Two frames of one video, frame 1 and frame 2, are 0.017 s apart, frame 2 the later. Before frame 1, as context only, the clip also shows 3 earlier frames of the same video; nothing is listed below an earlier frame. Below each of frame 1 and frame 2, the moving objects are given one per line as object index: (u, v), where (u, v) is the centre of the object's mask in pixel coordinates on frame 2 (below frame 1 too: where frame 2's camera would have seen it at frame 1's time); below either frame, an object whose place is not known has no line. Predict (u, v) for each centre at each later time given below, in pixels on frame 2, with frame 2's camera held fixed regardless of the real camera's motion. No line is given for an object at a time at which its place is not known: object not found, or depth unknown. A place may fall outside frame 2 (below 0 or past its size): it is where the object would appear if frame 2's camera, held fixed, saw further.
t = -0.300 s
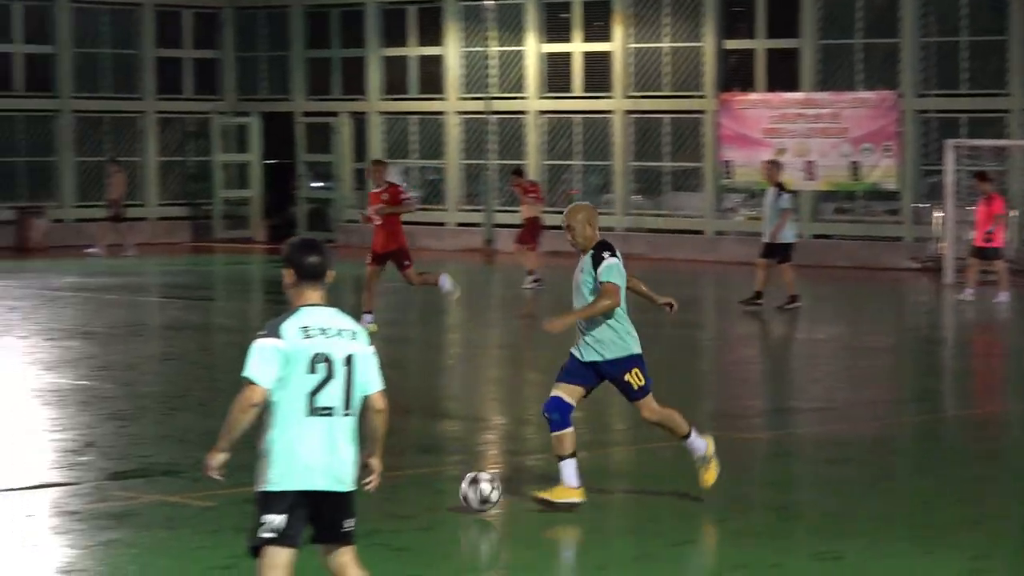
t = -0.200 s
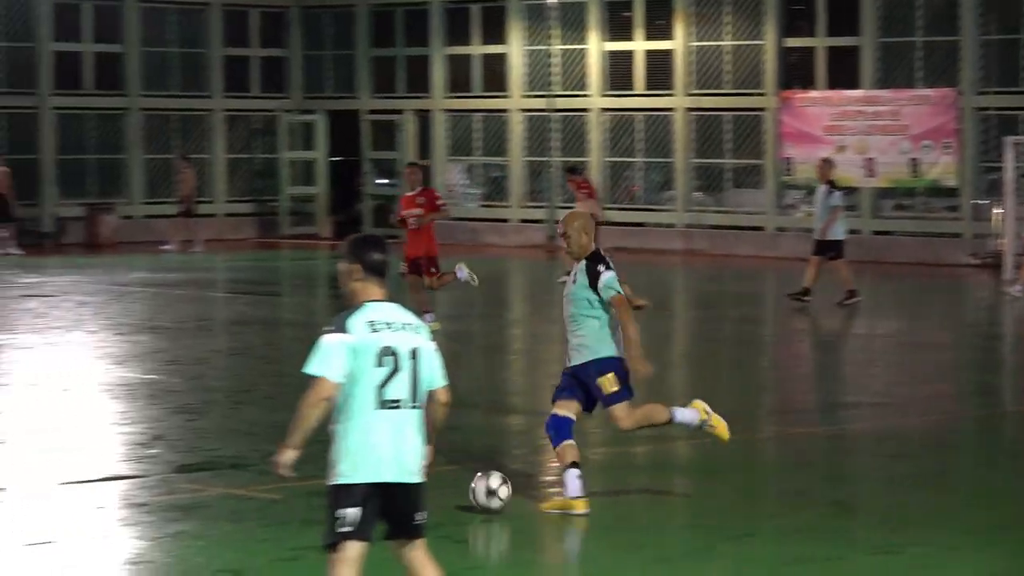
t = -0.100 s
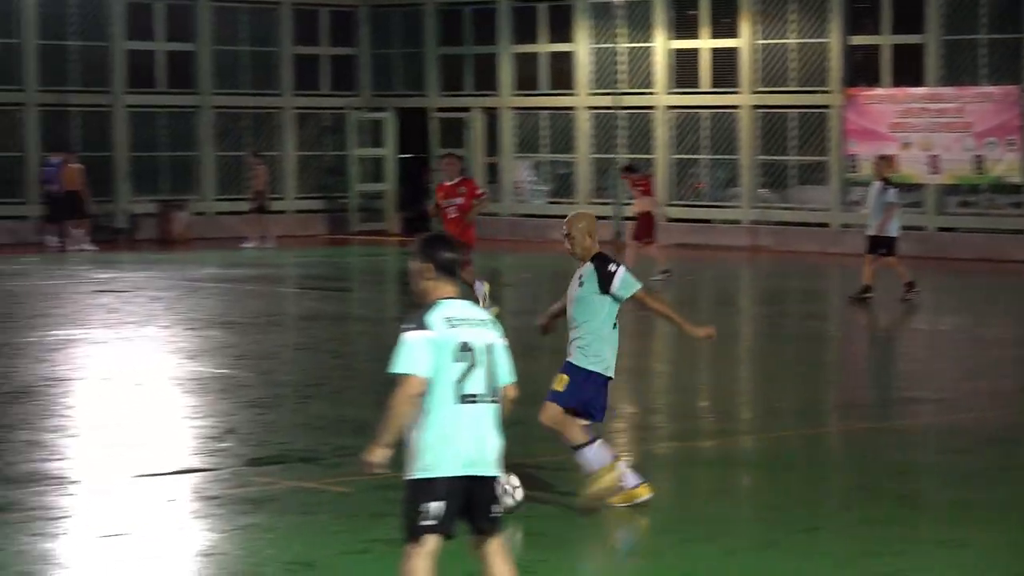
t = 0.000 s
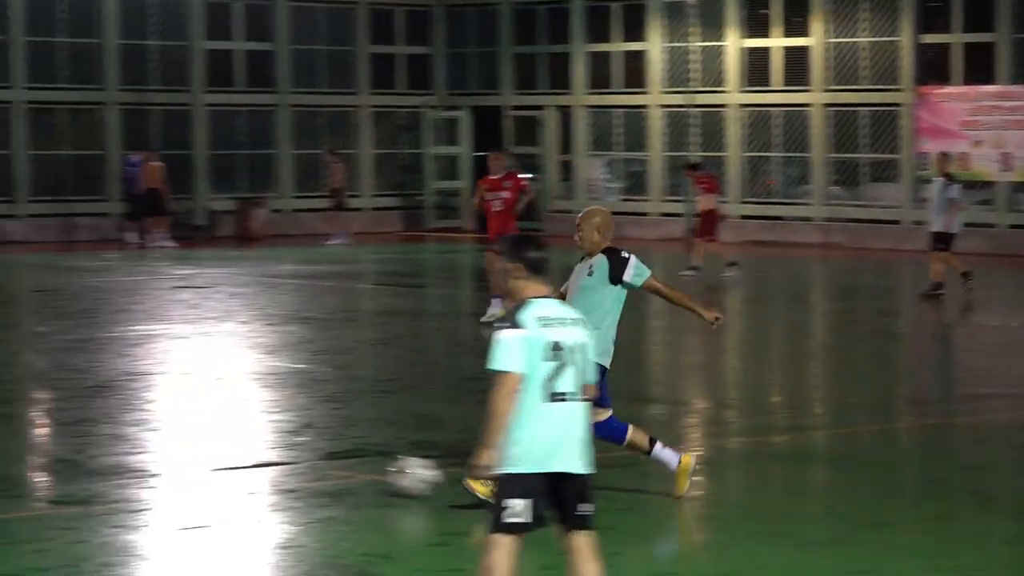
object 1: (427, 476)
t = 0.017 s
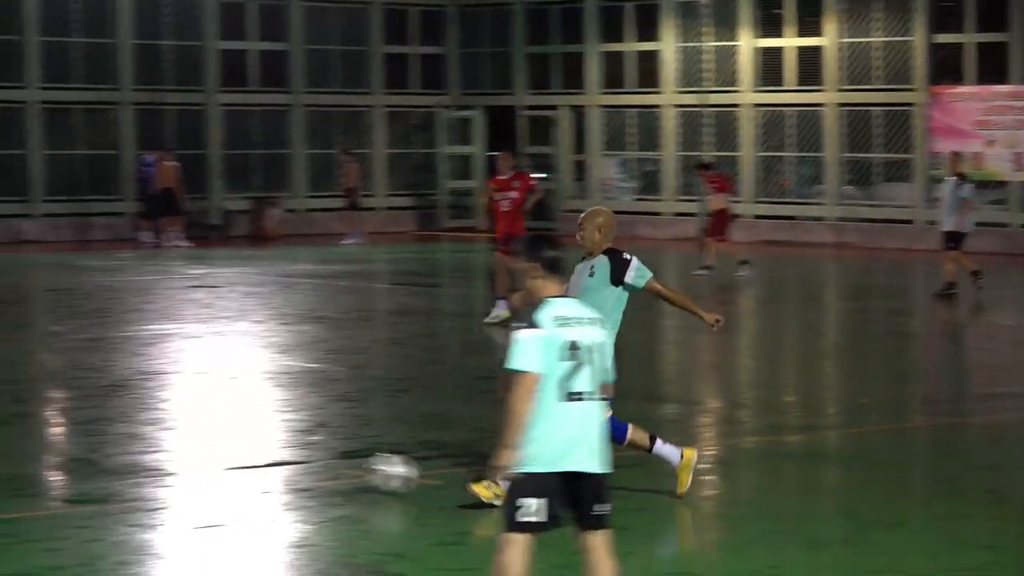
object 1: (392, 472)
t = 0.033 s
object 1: (356, 472)
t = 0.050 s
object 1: (320, 471)
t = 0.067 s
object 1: (288, 469)
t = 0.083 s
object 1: (252, 465)
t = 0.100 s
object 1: (218, 466)
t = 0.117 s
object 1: (186, 464)
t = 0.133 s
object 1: (155, 461)
